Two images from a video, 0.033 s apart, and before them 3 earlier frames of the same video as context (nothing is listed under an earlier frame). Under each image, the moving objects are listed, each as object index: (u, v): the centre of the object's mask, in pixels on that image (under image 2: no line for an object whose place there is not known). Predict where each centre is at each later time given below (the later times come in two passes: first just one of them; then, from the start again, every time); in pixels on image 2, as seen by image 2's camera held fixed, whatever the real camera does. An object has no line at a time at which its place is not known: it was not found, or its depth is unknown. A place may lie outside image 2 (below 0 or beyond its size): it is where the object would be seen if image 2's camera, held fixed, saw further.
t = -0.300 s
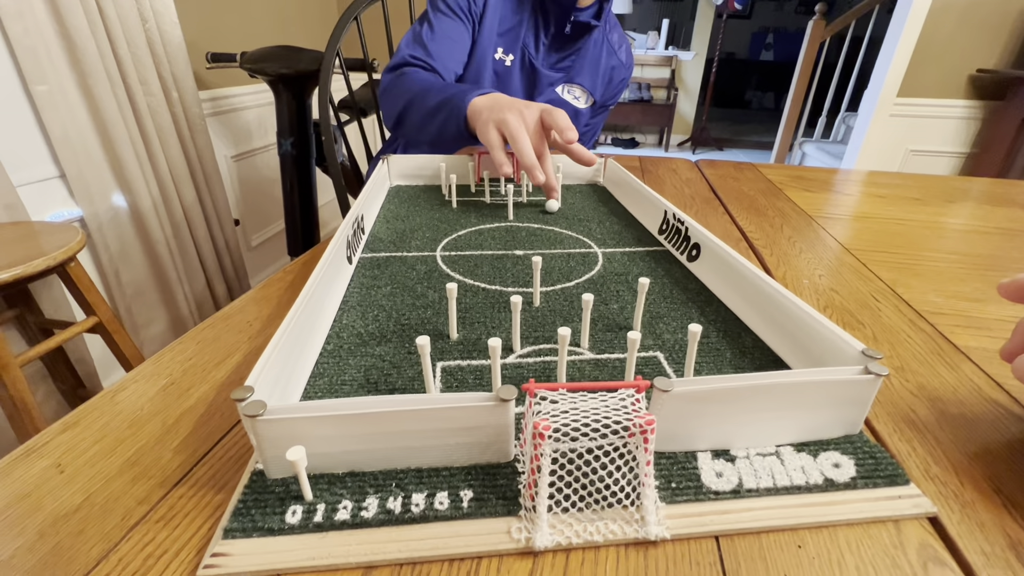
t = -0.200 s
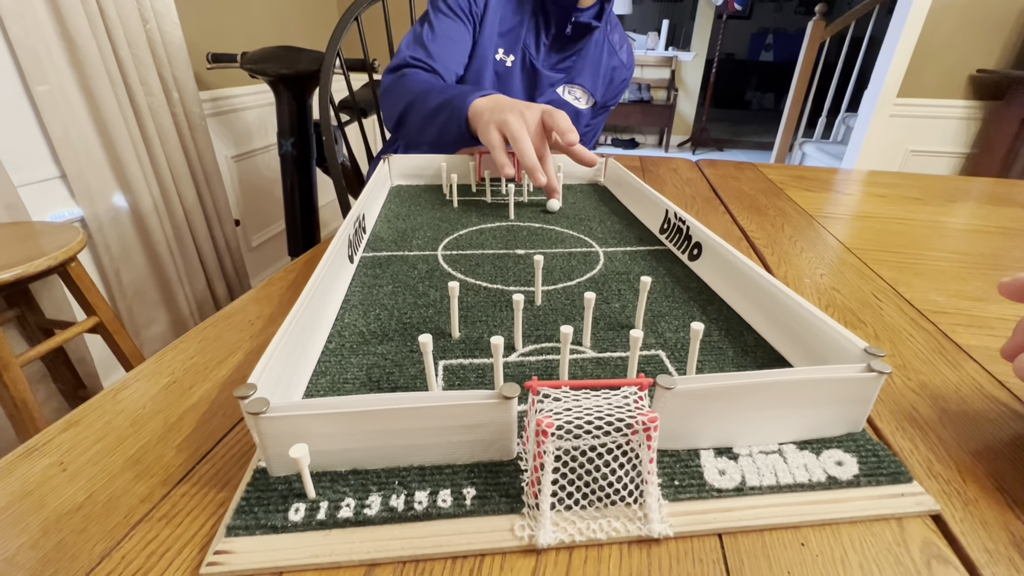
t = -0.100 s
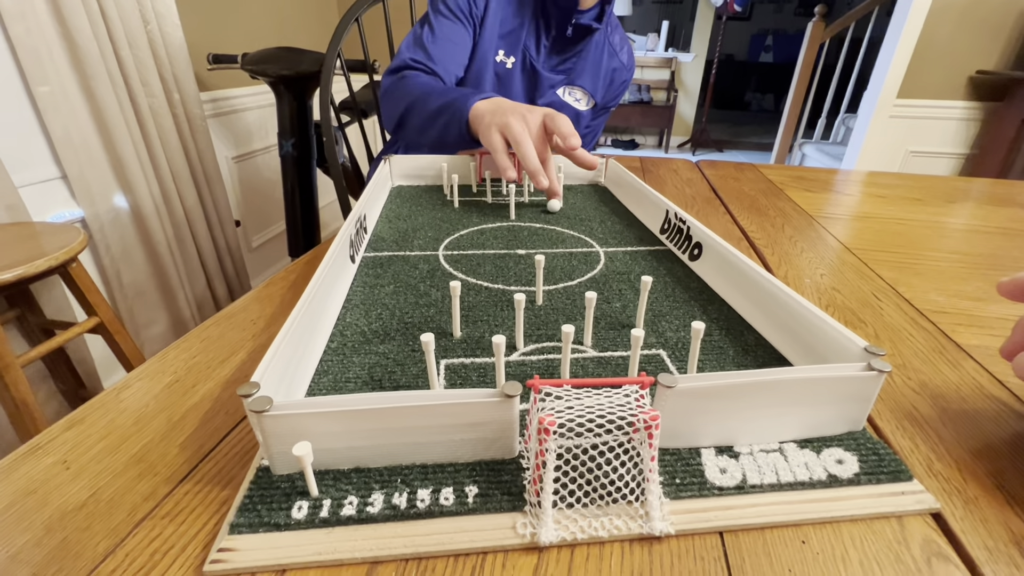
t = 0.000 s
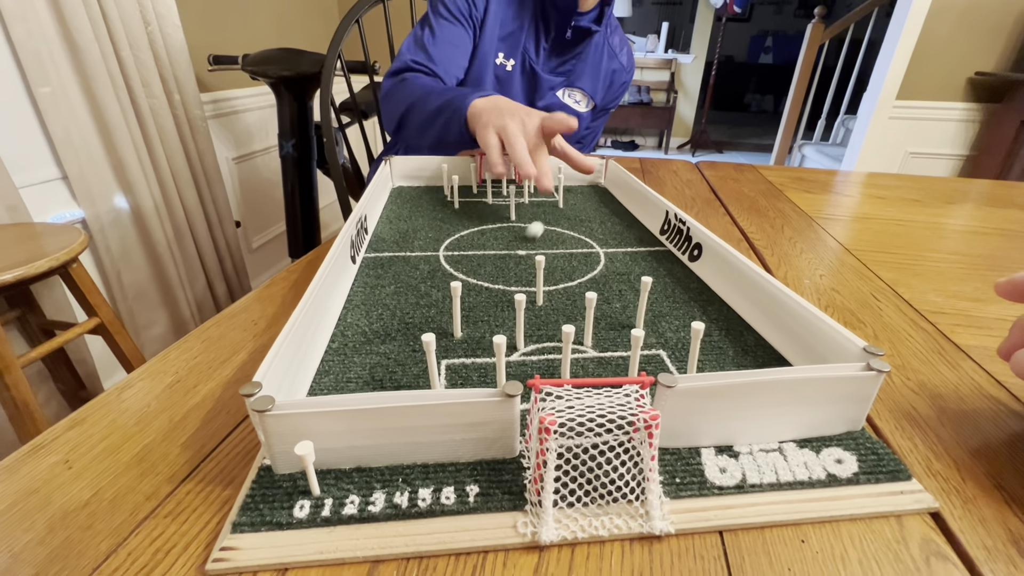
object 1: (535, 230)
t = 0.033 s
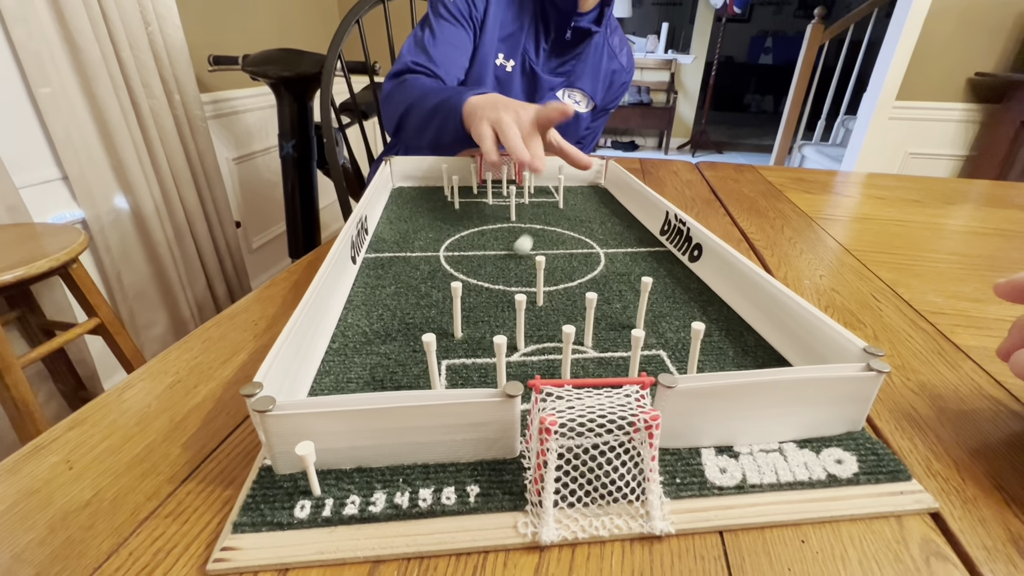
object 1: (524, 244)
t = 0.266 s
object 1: (397, 303)
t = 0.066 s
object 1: (510, 259)
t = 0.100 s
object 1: (496, 274)
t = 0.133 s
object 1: (479, 294)
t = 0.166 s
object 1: (460, 312)
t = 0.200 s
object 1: (437, 310)
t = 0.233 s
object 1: (417, 305)
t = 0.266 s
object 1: (397, 303)
